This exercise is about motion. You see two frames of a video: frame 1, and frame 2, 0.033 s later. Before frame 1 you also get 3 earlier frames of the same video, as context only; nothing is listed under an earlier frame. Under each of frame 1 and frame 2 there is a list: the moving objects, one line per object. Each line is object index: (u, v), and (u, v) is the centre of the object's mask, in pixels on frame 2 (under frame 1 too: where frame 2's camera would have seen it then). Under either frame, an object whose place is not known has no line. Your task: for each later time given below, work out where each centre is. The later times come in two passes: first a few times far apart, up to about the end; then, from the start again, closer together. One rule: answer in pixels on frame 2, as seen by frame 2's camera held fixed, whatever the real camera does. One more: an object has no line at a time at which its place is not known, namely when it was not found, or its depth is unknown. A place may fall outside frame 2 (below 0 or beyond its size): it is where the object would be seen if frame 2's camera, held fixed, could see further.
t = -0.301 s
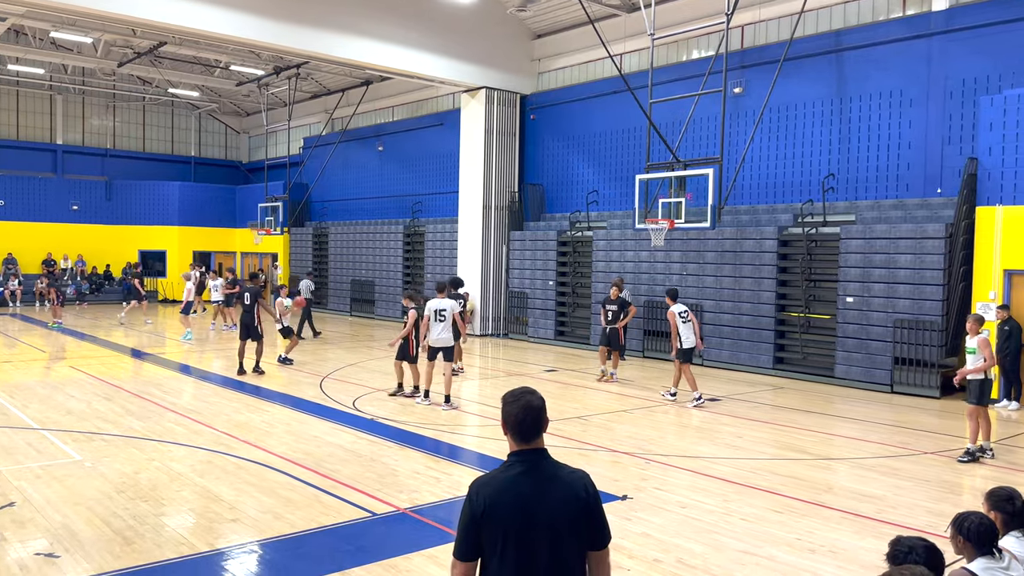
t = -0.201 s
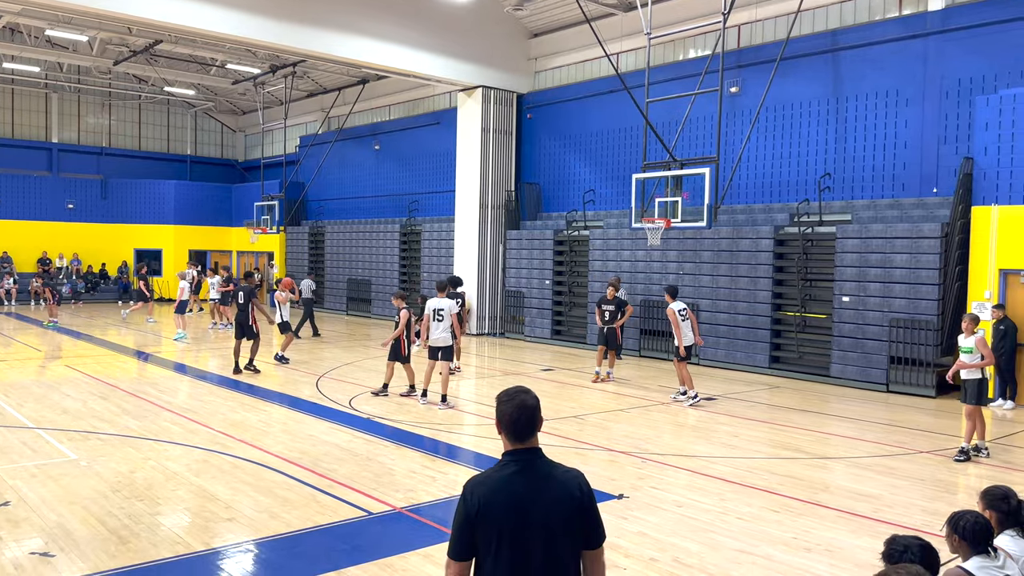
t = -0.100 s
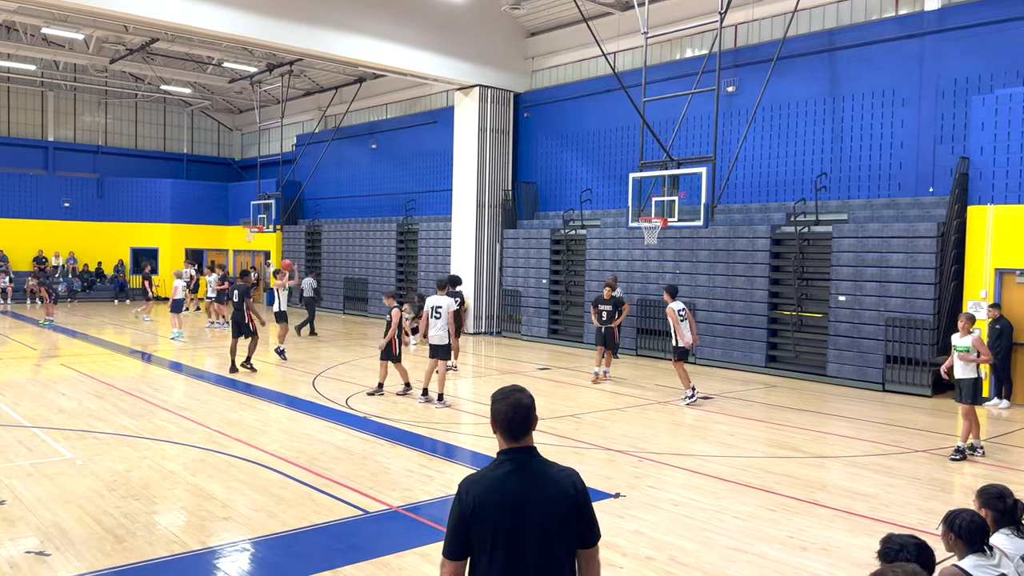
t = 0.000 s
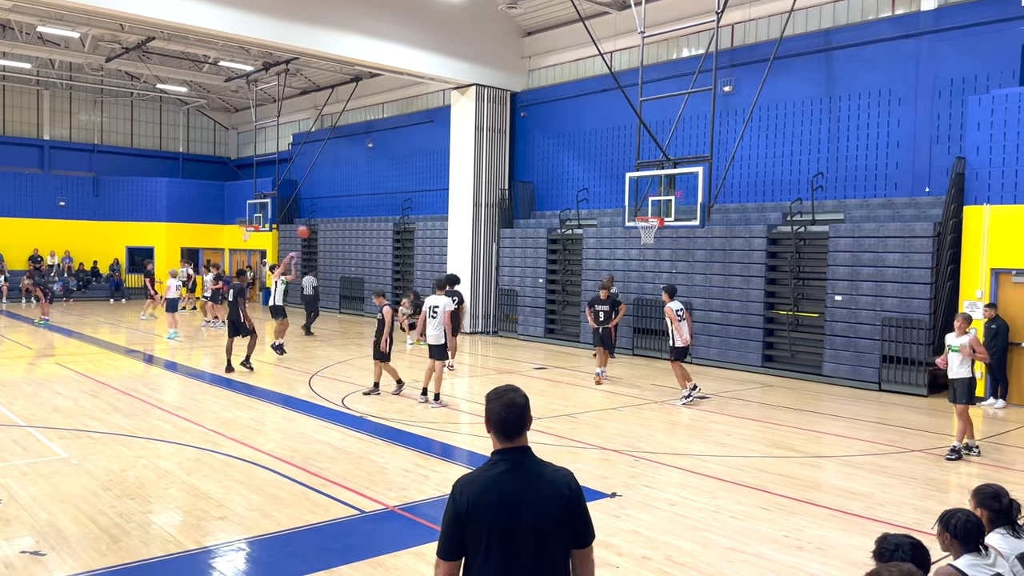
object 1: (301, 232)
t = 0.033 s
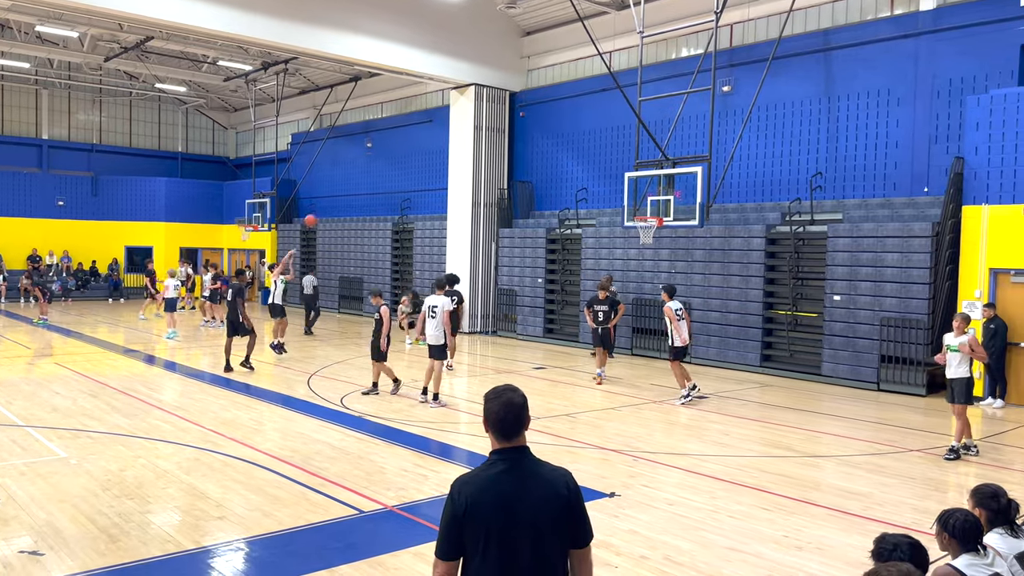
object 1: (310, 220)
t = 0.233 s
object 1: (359, 166)
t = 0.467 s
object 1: (417, 127)
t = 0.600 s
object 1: (450, 117)
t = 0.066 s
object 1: (319, 210)
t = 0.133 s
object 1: (335, 191)
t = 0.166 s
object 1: (343, 182)
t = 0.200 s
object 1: (351, 173)
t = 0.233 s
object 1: (359, 166)
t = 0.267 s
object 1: (368, 158)
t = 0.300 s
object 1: (376, 152)
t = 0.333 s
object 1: (384, 146)
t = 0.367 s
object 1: (392, 140)
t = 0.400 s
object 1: (401, 135)
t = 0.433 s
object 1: (409, 131)
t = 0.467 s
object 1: (417, 127)
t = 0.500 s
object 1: (425, 123)
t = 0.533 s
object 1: (433, 120)
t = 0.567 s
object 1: (442, 118)
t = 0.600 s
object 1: (450, 117)
